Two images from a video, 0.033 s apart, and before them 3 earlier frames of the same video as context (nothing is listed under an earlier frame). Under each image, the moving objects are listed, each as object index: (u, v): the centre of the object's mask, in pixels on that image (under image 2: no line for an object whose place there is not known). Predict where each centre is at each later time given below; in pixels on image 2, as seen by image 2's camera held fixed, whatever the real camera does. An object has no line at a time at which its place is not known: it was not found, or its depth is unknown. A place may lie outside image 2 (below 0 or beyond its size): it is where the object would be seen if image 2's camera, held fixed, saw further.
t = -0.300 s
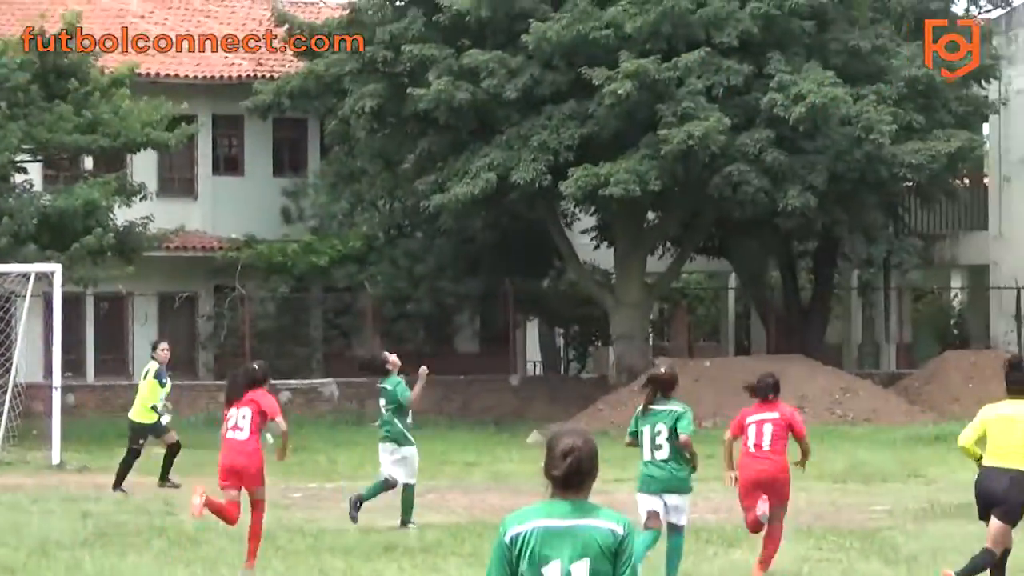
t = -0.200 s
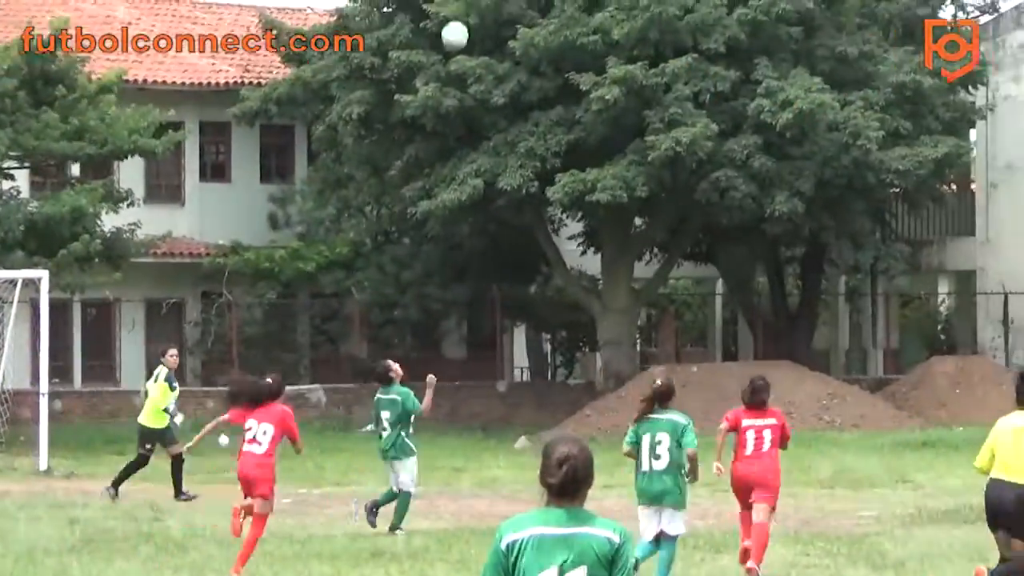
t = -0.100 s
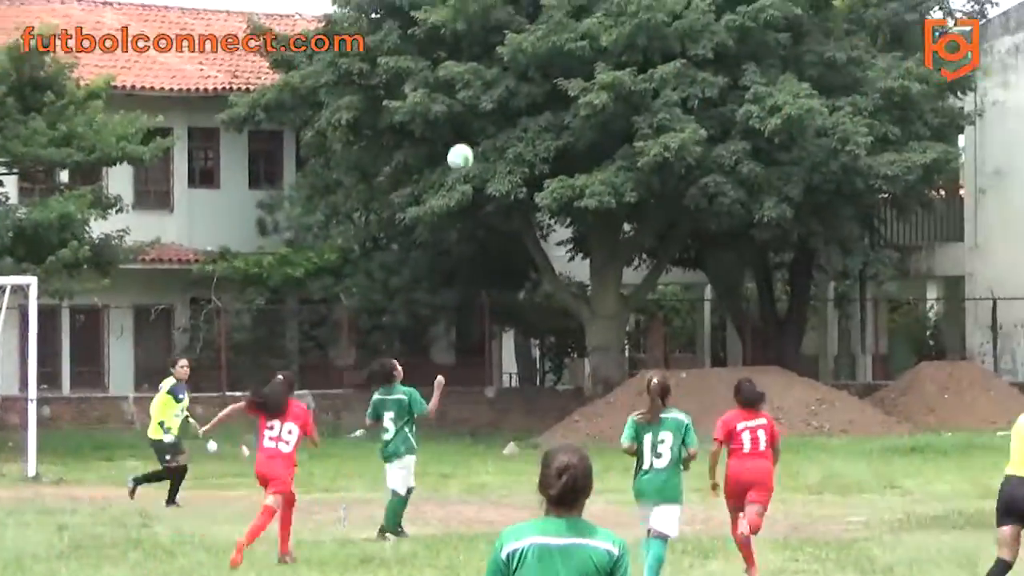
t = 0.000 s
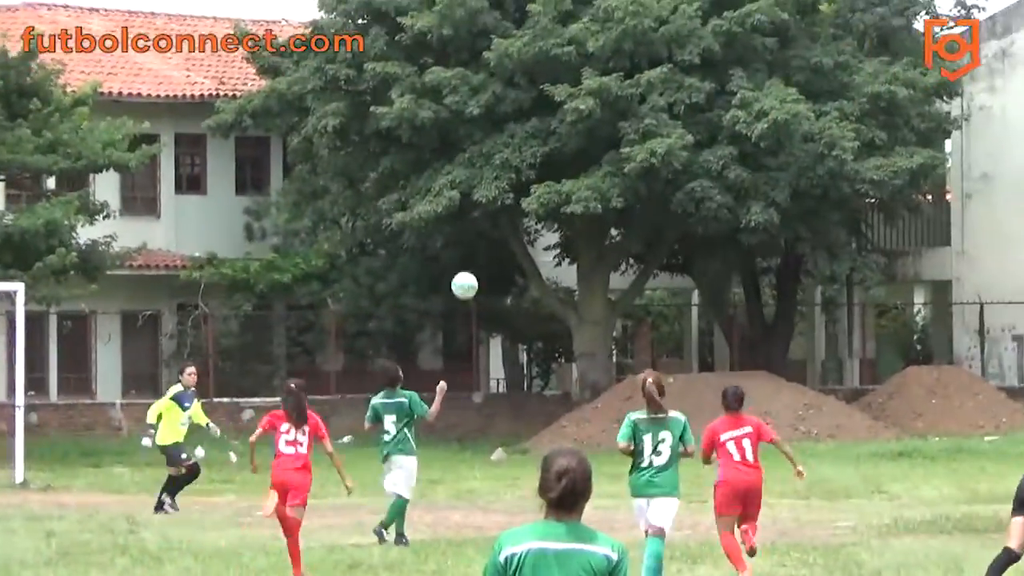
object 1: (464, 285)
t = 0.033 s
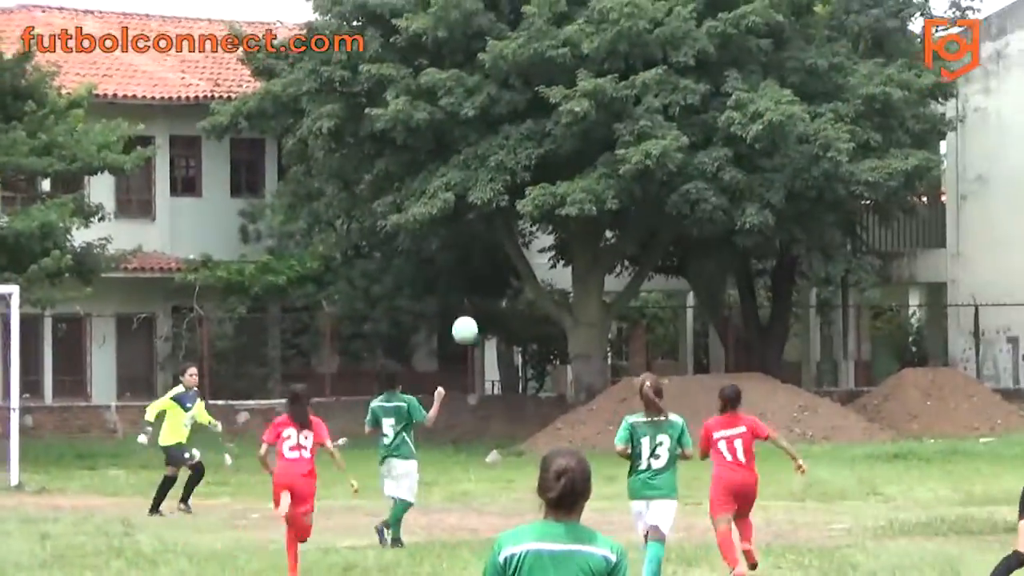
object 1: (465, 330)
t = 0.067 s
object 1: (470, 374)
